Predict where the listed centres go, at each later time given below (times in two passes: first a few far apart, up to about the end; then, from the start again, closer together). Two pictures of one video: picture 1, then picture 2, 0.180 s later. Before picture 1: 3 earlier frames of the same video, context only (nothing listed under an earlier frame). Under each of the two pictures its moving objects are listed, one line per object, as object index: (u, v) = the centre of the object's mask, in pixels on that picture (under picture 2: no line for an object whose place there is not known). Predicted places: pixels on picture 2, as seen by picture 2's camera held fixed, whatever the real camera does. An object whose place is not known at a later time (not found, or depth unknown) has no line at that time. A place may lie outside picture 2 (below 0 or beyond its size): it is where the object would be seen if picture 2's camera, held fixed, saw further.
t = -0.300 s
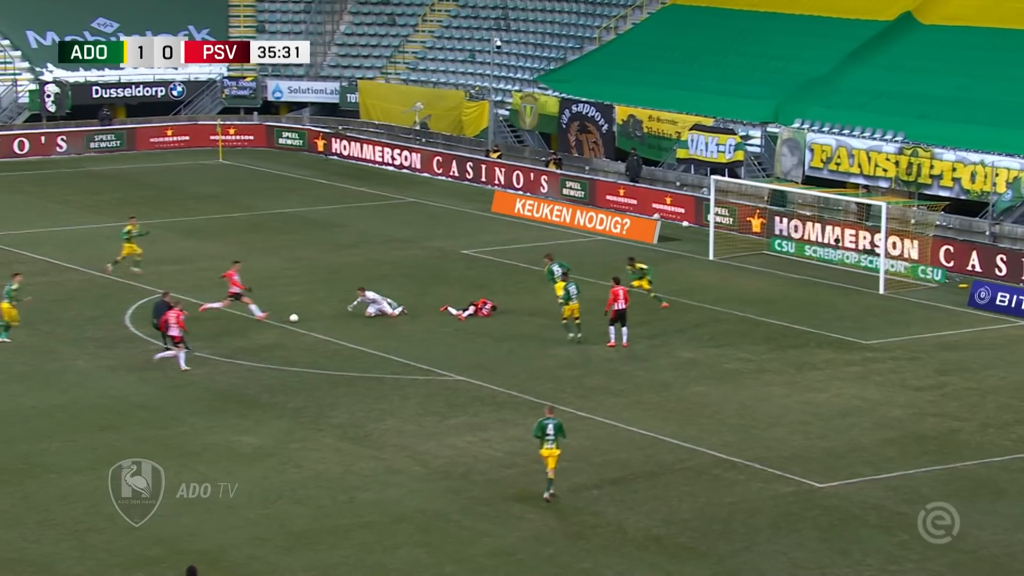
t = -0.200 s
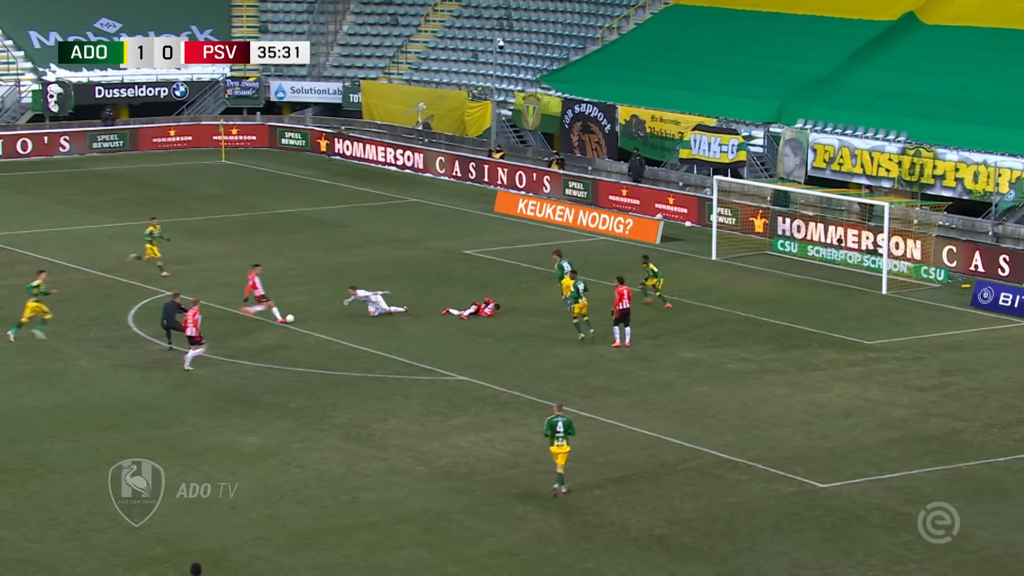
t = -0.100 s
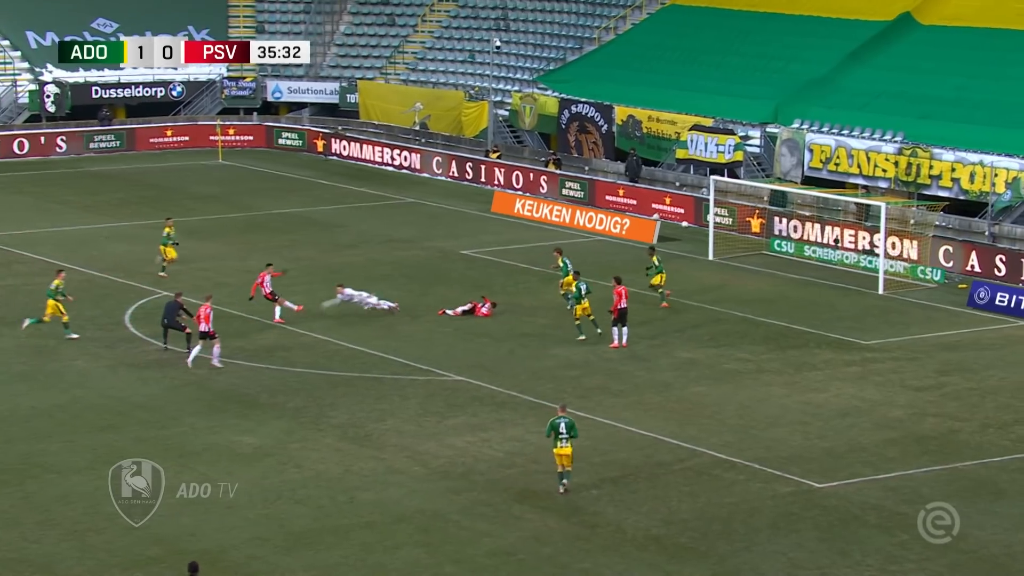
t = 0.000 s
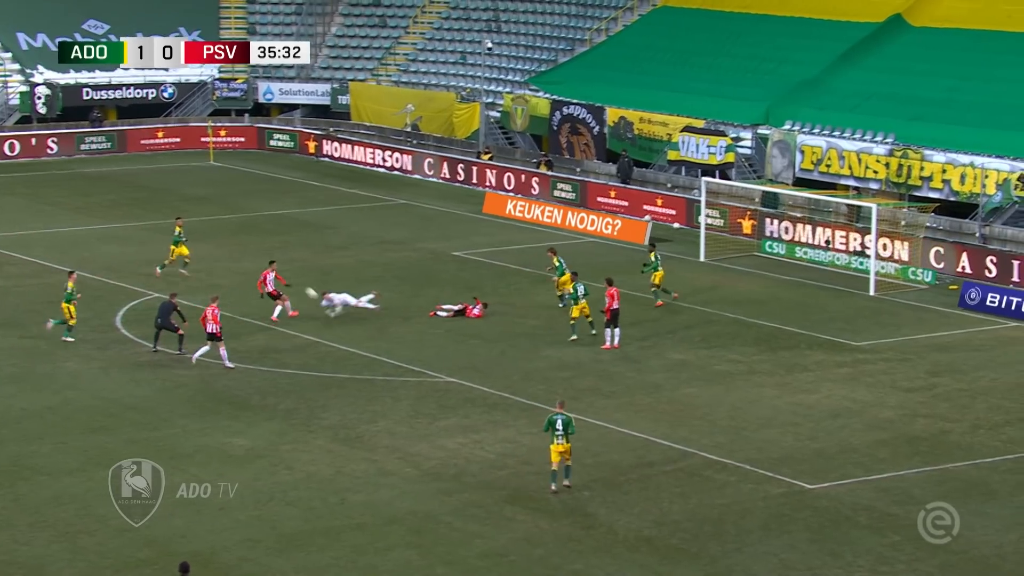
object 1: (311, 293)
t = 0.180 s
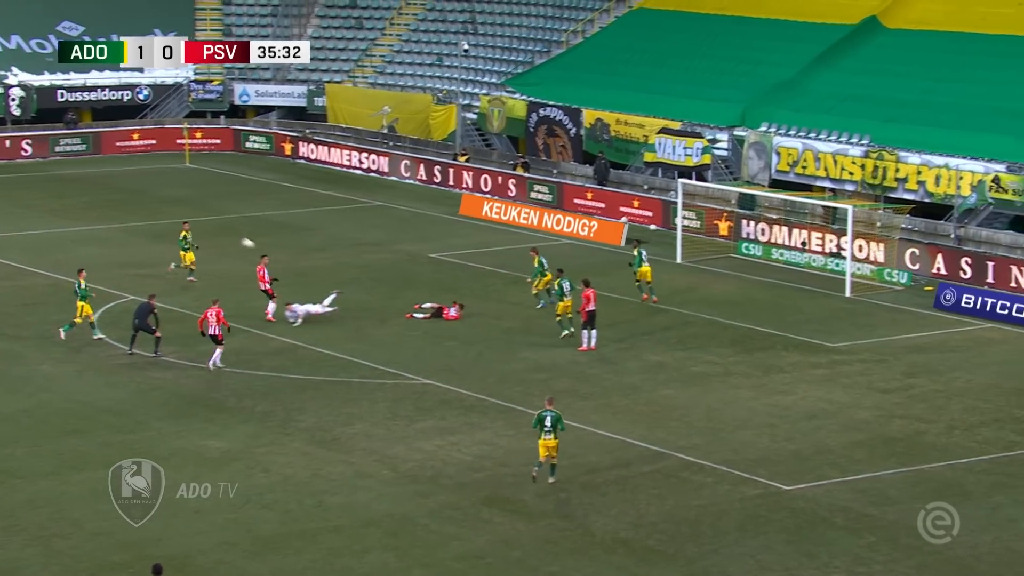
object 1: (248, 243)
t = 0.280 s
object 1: (223, 221)
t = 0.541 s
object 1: (168, 183)
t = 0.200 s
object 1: (243, 238)
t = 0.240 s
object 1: (233, 229)
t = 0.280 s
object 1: (223, 221)
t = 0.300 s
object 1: (219, 217)
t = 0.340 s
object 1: (209, 209)
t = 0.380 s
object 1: (201, 203)
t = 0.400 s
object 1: (197, 200)
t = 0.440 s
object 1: (188, 194)
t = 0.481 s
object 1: (180, 190)
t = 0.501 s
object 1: (175, 187)
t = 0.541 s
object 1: (168, 183)
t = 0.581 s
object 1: (159, 180)
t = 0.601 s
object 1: (155, 179)
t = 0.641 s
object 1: (147, 177)
